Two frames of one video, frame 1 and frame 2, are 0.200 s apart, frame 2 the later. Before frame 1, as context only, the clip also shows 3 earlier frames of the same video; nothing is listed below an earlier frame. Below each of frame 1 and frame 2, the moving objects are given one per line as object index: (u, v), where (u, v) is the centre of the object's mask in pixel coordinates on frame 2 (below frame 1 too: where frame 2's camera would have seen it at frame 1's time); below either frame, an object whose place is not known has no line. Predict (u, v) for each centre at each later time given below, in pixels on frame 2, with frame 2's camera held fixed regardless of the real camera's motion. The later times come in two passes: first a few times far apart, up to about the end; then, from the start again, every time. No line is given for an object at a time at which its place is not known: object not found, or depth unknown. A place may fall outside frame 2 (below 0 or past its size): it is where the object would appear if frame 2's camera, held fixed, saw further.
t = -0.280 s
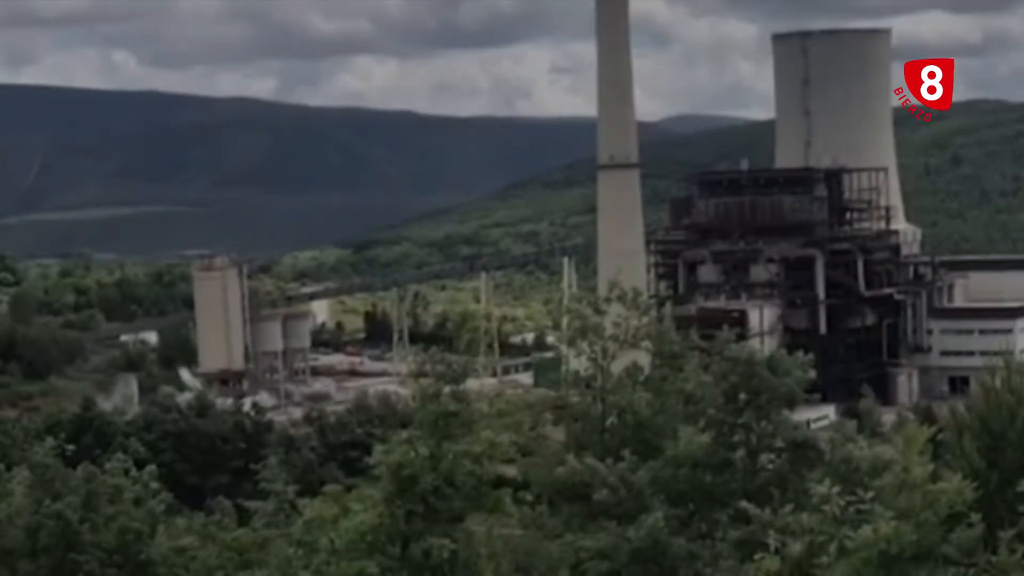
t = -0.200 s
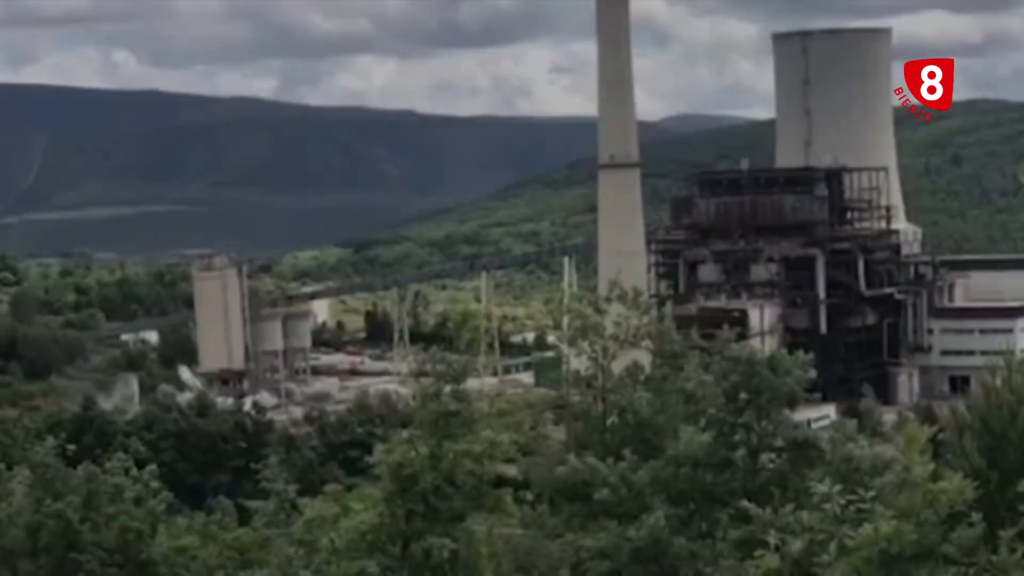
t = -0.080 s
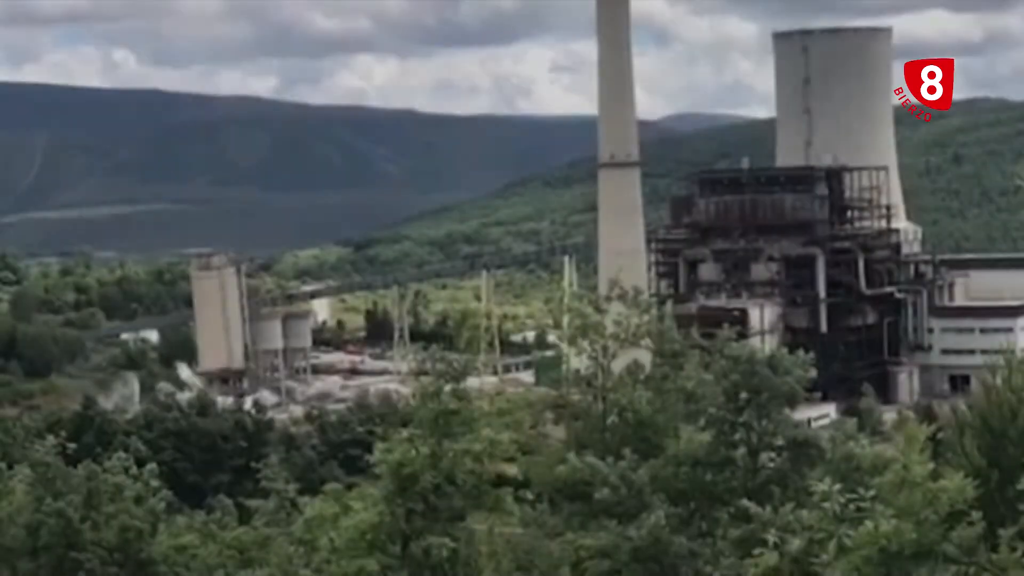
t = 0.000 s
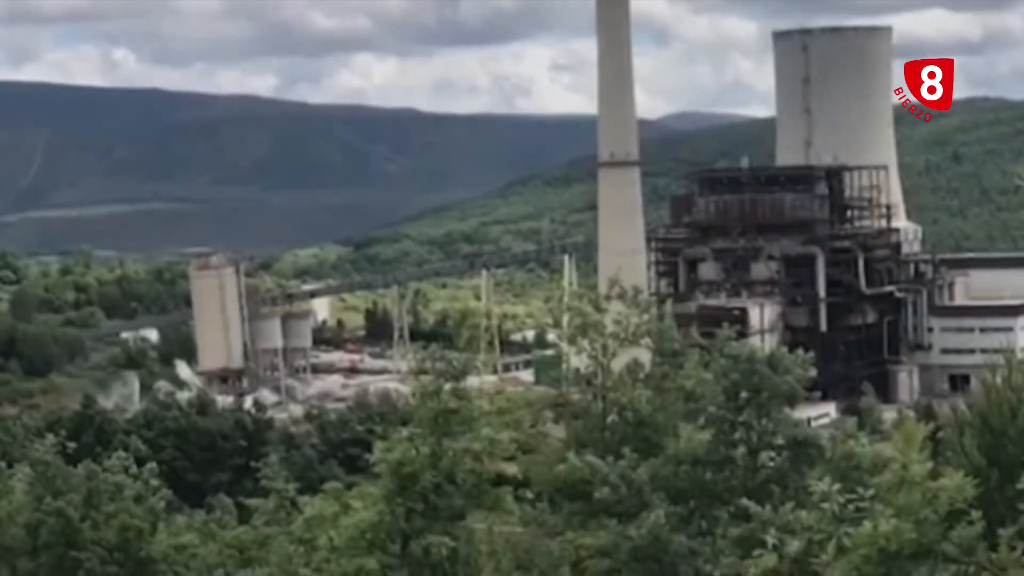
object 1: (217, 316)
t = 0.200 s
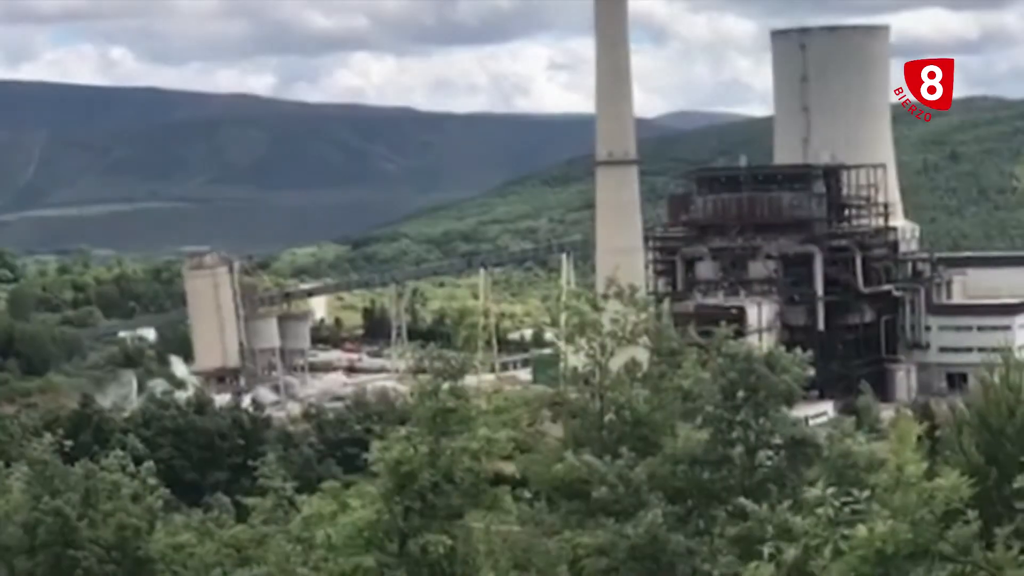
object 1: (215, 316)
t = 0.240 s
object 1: (215, 316)
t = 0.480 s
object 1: (210, 317)
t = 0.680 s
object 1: (206, 320)
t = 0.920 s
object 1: (201, 322)
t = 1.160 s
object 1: (194, 326)
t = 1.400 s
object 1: (186, 331)
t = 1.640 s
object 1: (177, 337)
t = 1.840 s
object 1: (166, 338)
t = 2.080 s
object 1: (157, 345)
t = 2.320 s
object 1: (148, 353)
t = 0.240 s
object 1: (215, 316)
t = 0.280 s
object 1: (214, 316)
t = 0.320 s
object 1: (213, 316)
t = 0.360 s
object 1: (213, 316)
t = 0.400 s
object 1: (212, 317)
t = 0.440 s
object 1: (211, 317)
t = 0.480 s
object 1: (210, 317)
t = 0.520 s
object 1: (210, 317)
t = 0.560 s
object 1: (209, 318)
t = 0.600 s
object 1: (208, 317)
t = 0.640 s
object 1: (207, 319)
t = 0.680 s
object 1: (206, 320)
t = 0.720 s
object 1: (205, 320)
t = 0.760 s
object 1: (204, 320)
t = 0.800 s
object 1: (203, 320)
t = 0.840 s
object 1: (203, 321)
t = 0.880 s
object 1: (202, 322)
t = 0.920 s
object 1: (201, 322)
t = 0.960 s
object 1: (200, 323)
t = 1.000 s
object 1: (198, 322)
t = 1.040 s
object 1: (198, 324)
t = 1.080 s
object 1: (195, 323)
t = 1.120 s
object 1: (194, 324)
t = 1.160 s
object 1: (194, 326)
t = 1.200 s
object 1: (193, 326)
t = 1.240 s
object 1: (192, 327)
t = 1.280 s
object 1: (190, 327)
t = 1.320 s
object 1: (188, 328)
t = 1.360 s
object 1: (187, 330)
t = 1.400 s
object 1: (186, 331)
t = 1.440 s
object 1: (185, 332)
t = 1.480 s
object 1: (183, 332)
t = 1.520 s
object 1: (182, 333)
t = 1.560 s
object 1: (180, 334)
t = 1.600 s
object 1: (178, 335)
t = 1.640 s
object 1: (177, 337)
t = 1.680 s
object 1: (176, 338)
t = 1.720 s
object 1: (174, 338)
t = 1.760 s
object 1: (172, 339)
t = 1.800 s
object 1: (170, 339)
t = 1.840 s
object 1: (166, 338)
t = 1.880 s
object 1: (164, 339)
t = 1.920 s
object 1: (162, 340)
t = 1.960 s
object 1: (160, 341)
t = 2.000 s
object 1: (160, 343)
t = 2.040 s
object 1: (157, 343)
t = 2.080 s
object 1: (157, 345)
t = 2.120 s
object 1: (156, 346)
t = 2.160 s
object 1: (154, 348)
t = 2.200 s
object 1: (152, 349)
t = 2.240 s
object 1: (151, 351)
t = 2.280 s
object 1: (148, 352)
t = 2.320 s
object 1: (148, 353)
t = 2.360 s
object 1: (146, 355)
